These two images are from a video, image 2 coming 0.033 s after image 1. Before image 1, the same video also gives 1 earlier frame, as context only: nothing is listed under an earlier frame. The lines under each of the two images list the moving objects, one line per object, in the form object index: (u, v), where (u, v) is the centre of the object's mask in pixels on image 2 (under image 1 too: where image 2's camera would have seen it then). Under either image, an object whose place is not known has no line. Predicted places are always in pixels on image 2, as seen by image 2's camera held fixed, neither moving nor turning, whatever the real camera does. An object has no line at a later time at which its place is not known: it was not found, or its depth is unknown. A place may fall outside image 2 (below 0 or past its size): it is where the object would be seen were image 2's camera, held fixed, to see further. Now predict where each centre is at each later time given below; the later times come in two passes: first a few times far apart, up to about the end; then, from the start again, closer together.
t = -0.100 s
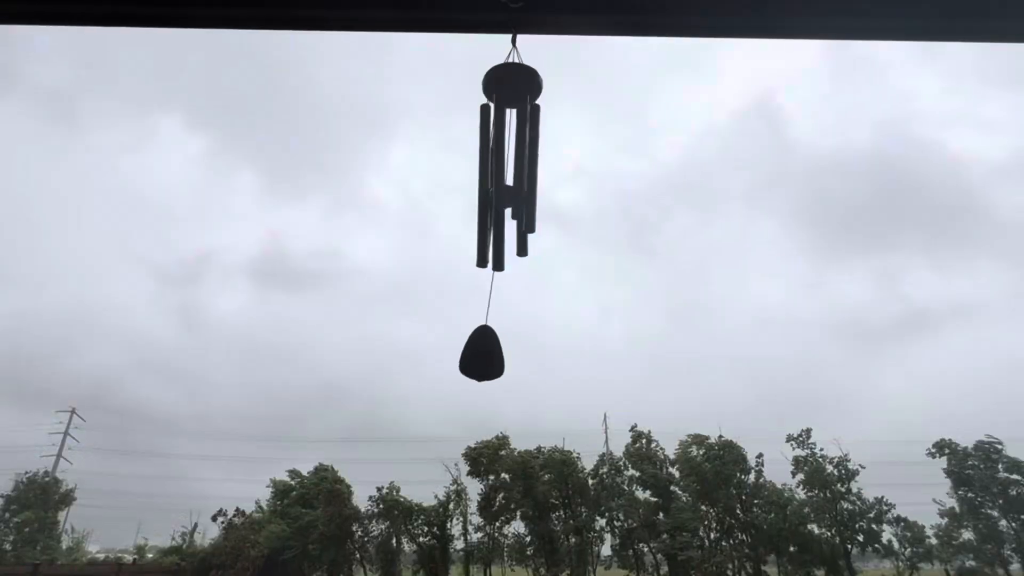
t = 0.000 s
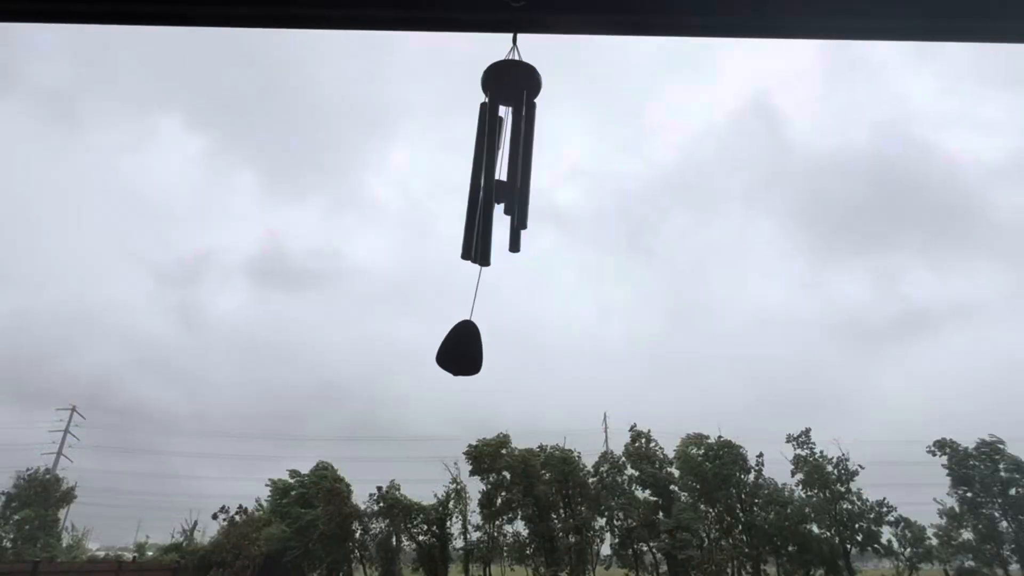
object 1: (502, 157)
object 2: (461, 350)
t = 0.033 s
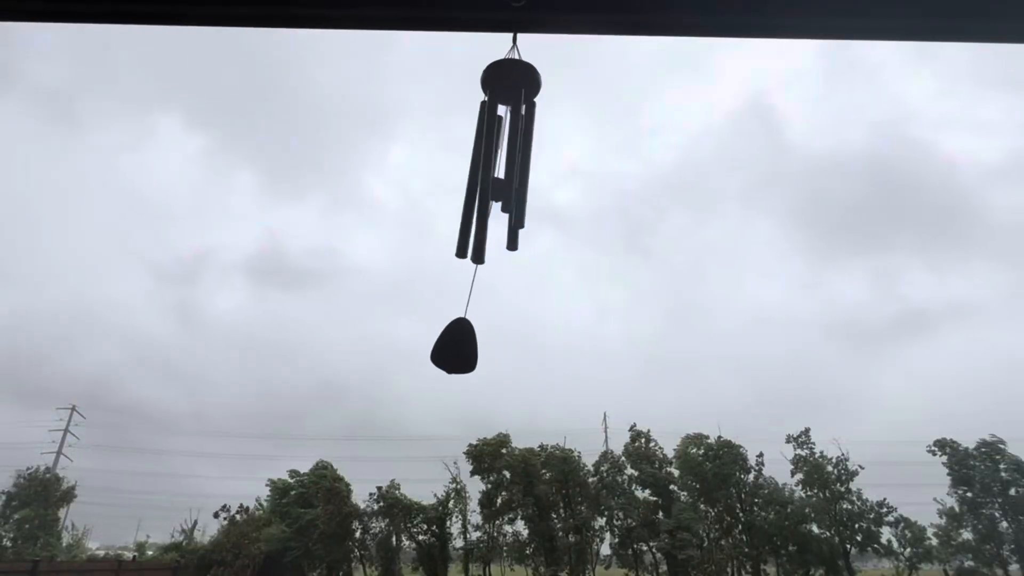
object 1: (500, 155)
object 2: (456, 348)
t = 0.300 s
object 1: (489, 146)
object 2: (449, 334)
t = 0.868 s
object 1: (527, 152)
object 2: (559, 323)
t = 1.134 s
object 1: (524, 154)
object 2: (528, 343)
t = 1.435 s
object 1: (506, 158)
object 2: (490, 354)
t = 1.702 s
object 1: (502, 156)
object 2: (473, 345)
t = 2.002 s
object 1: (506, 153)
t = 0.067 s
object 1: (498, 155)
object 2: (452, 346)
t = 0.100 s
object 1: (496, 156)
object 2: (448, 345)
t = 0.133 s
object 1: (494, 156)
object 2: (446, 343)
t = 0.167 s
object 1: (493, 153)
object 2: (445, 341)
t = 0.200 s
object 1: (492, 151)
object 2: (445, 340)
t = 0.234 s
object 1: (490, 150)
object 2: (444, 339)
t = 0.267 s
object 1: (490, 149)
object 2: (447, 337)
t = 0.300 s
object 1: (489, 146)
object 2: (449, 334)
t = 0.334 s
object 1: (489, 144)
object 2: (453, 332)
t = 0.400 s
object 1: (489, 144)
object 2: (466, 328)
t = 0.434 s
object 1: (489, 144)
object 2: (472, 327)
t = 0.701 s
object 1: (513, 149)
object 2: (542, 321)
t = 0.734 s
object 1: (516, 150)
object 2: (547, 321)
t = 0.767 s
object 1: (519, 151)
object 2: (553, 321)
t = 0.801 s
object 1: (522, 151)
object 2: (556, 321)
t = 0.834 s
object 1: (524, 152)
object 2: (558, 321)
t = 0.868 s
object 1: (527, 152)
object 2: (559, 323)
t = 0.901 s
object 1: (528, 152)
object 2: (558, 325)
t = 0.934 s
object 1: (529, 152)
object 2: (557, 328)
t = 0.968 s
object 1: (529, 152)
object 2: (553, 330)
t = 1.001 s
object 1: (530, 152)
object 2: (550, 333)
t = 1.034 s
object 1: (529, 152)
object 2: (545, 335)
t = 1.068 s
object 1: (528, 153)
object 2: (539, 338)
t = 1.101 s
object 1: (526, 153)
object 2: (533, 340)
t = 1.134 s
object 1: (524, 154)
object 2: (528, 343)
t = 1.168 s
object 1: (523, 155)
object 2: (524, 345)
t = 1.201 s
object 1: (521, 157)
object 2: (518, 348)
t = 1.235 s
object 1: (518, 158)
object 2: (513, 349)
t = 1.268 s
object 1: (517, 159)
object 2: (509, 351)
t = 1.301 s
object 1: (515, 159)
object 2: (505, 352)
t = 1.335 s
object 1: (512, 159)
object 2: (501, 353)
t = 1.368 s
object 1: (510, 159)
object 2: (497, 354)
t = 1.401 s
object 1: (508, 159)
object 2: (493, 354)
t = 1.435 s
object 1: (506, 158)
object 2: (490, 354)
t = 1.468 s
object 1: (504, 158)
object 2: (486, 354)
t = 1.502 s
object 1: (502, 158)
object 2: (483, 354)
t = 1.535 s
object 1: (501, 157)
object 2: (480, 353)
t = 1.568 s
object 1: (500, 157)
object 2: (478, 352)
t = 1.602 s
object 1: (500, 157)
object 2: (477, 351)
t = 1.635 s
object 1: (500, 157)
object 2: (475, 350)
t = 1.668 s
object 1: (501, 156)
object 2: (474, 348)
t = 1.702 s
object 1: (502, 156)
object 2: (473, 345)
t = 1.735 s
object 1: (502, 156)
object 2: (471, 342)
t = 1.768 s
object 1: (503, 155)
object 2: (468, 339)
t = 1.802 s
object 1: (503, 155)
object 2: (466, 337)
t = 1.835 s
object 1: (503, 155)
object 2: (463, 335)
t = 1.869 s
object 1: (502, 155)
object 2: (462, 332)
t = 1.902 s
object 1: (503, 154)
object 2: (462, 329)
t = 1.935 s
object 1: (503, 154)
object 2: (462, 327)
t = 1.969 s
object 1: (505, 153)
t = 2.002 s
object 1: (506, 153)
